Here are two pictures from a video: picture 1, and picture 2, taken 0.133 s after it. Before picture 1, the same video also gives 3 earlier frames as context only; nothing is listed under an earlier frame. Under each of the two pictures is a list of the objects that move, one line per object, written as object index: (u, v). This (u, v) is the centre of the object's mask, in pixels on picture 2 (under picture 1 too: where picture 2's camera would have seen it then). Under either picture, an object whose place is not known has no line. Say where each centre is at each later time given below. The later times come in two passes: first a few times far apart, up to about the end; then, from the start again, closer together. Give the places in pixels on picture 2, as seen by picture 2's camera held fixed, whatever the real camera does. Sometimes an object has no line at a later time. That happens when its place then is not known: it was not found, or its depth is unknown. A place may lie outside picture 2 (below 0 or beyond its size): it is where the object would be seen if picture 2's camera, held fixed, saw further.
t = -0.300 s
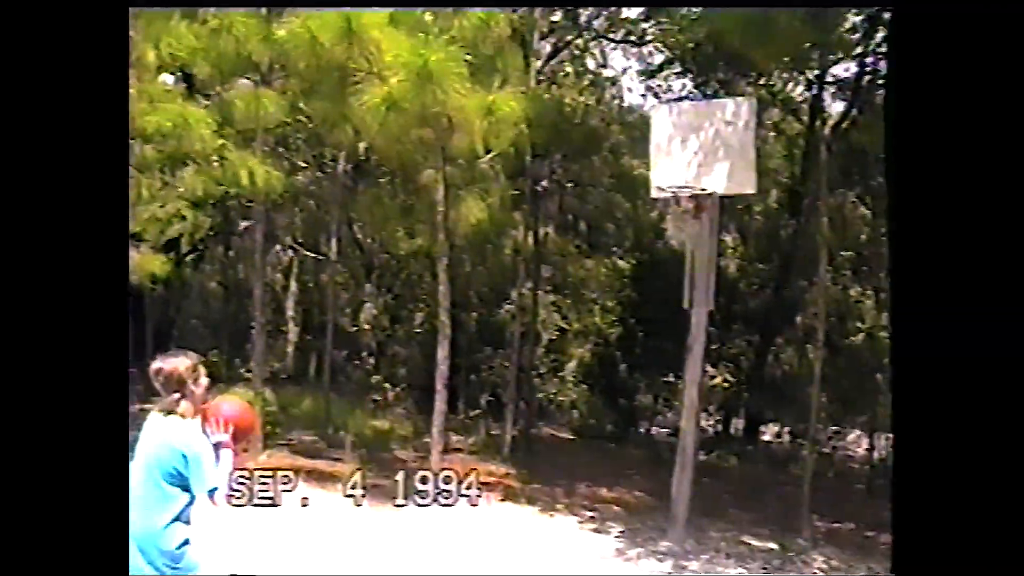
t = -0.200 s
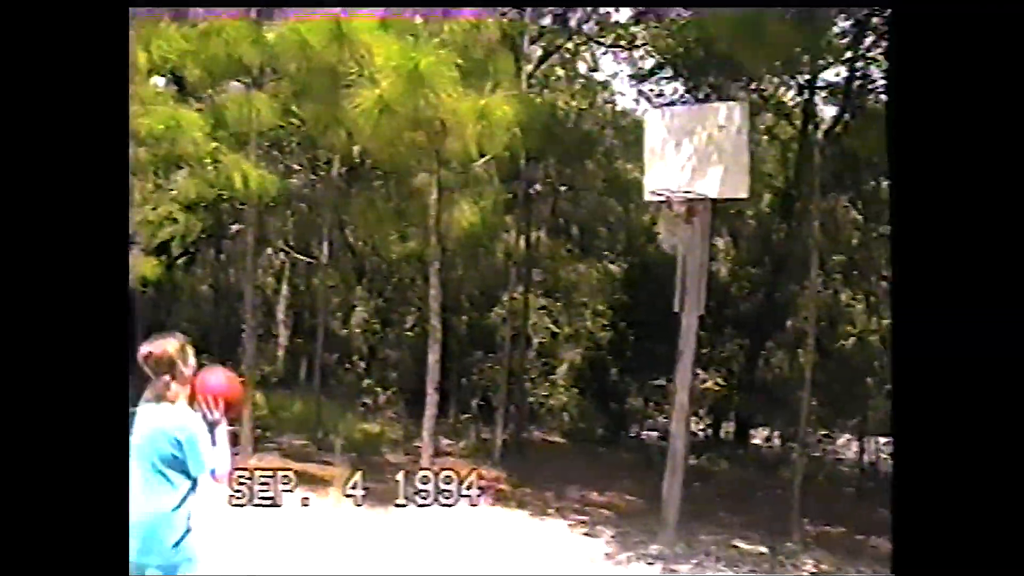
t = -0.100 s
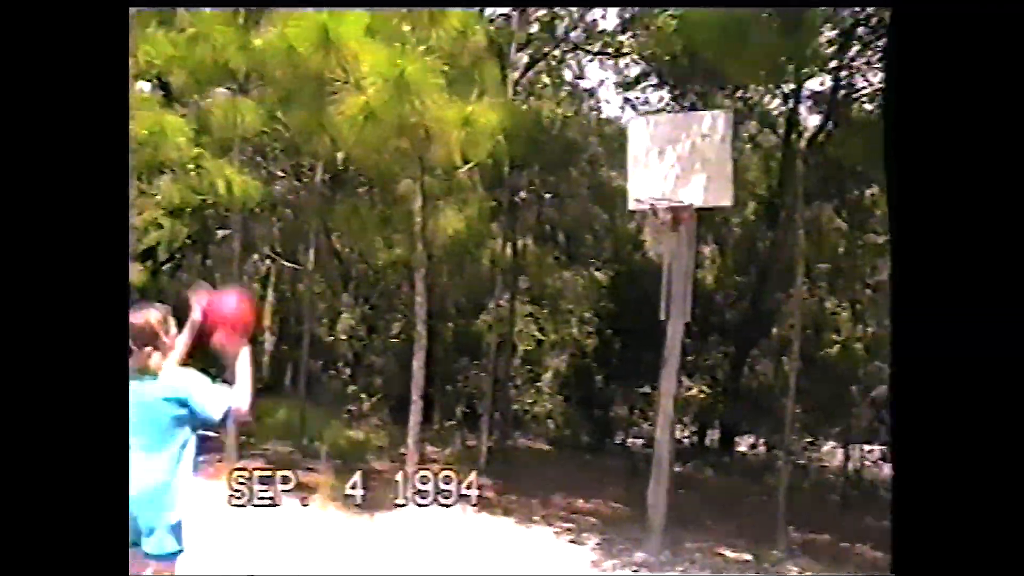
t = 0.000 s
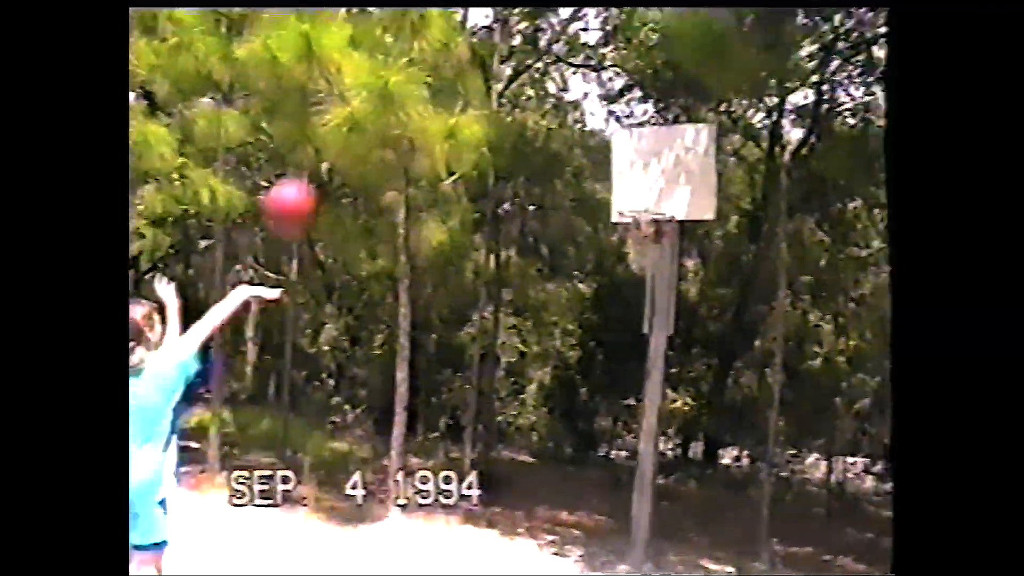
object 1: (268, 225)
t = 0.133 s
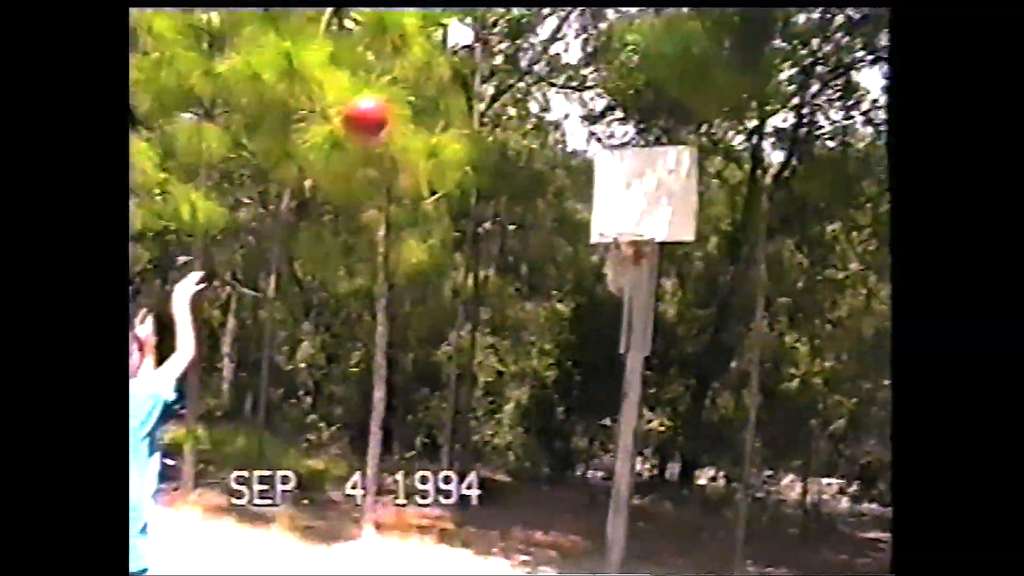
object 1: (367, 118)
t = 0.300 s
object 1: (457, 61)
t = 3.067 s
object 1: (581, 400)
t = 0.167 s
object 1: (385, 100)
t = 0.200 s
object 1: (406, 84)
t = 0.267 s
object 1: (441, 66)
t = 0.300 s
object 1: (457, 61)
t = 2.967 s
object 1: (583, 366)
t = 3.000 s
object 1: (582, 374)
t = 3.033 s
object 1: (582, 386)
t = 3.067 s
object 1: (581, 400)
